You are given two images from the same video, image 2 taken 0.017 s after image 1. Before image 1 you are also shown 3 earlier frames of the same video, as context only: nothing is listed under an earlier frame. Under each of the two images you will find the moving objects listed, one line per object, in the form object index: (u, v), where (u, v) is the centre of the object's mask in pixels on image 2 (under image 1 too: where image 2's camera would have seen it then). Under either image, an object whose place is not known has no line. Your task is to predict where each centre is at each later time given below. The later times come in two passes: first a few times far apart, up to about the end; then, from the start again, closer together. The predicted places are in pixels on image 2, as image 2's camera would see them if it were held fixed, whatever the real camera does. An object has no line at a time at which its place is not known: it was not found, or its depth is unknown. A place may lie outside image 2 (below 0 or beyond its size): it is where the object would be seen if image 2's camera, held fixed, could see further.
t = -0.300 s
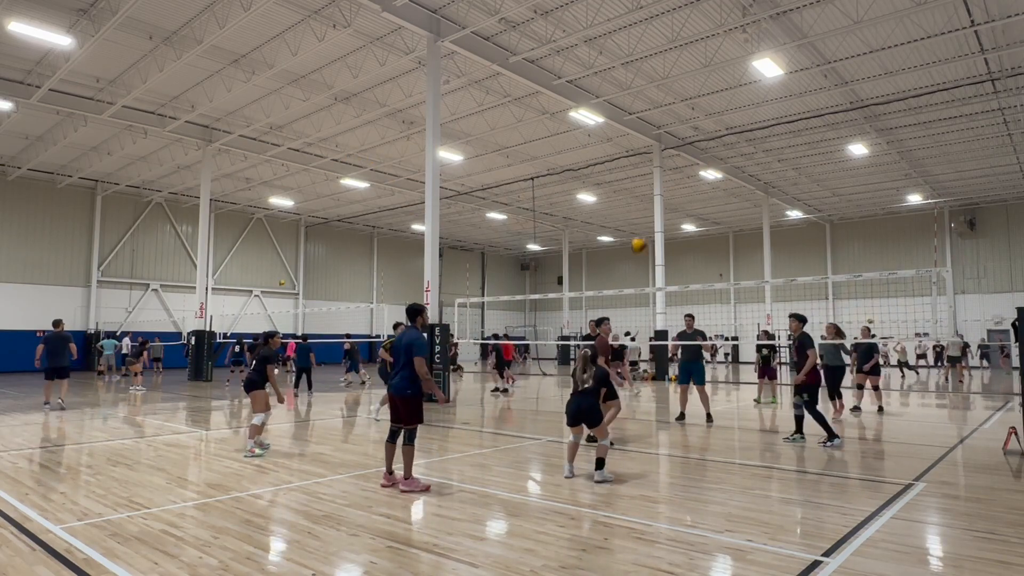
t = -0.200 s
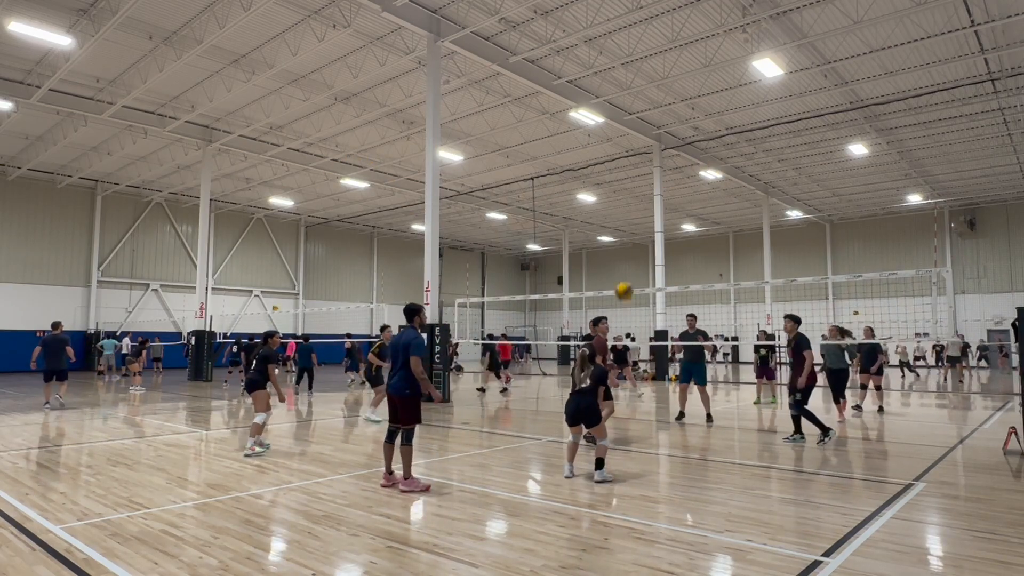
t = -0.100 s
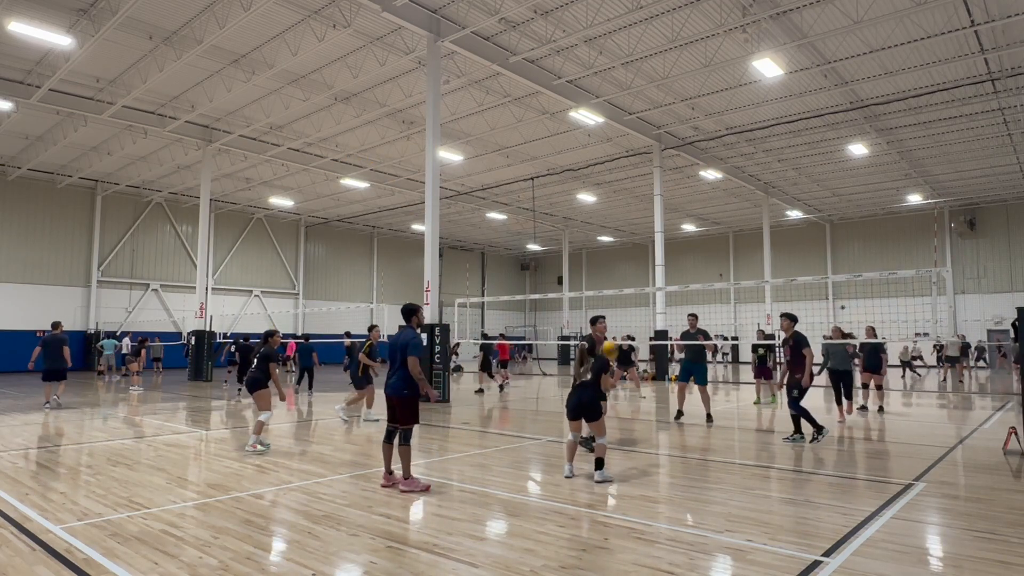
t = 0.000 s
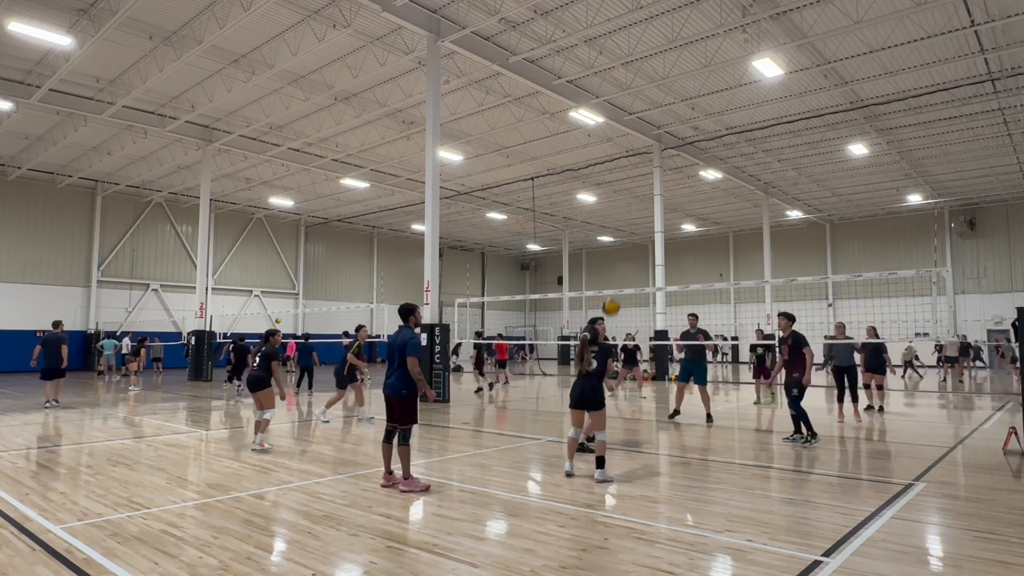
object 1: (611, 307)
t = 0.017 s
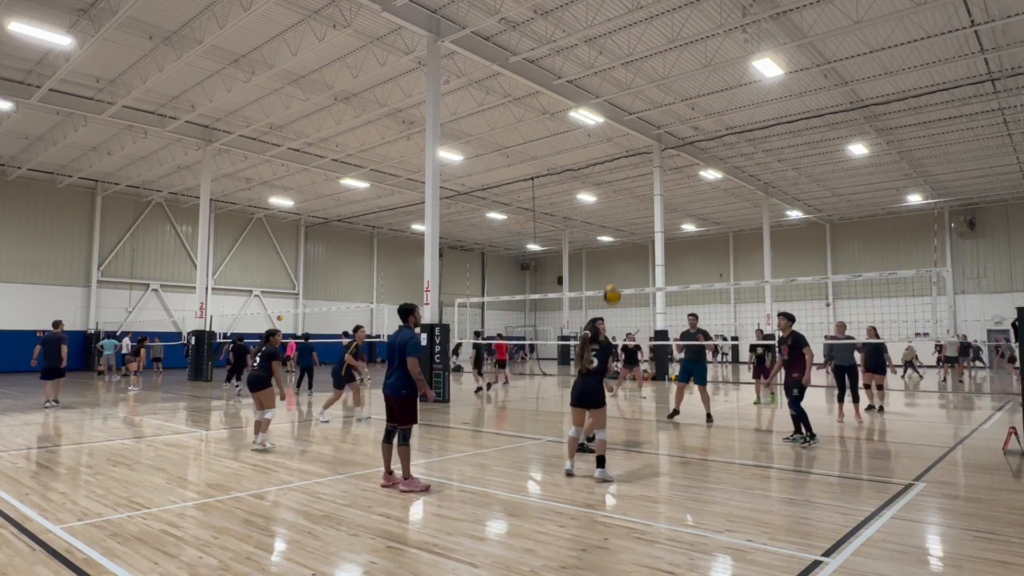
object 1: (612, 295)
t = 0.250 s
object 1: (625, 170)
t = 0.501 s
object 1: (635, 100)
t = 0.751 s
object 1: (644, 81)
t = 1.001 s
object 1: (654, 107)
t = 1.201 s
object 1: (660, 155)
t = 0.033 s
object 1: (613, 283)
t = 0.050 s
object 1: (614, 273)
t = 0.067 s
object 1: (614, 262)
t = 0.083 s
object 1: (616, 252)
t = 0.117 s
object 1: (618, 233)
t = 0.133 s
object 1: (618, 224)
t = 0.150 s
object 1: (619, 215)
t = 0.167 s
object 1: (620, 206)
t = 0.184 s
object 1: (621, 198)
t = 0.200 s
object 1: (622, 191)
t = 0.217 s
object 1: (622, 184)
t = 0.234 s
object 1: (624, 177)
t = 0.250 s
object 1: (625, 170)
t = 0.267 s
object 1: (626, 163)
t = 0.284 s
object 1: (626, 157)
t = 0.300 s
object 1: (627, 151)
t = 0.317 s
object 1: (628, 146)
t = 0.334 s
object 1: (629, 140)
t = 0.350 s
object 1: (630, 135)
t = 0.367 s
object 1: (630, 129)
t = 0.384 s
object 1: (631, 125)
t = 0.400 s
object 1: (631, 121)
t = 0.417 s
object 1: (632, 117)
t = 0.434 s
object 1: (633, 112)
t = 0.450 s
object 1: (633, 109)
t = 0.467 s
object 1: (634, 106)
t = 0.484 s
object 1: (634, 103)
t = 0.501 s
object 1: (635, 100)
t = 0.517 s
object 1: (636, 97)
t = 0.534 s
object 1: (636, 95)
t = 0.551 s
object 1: (637, 93)
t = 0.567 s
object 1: (638, 91)
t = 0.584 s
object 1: (638, 89)
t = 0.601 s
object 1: (639, 86)
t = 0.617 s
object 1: (640, 86)
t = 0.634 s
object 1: (640, 84)
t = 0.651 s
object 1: (641, 83)
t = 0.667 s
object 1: (642, 82)
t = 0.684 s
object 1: (642, 82)
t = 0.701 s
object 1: (643, 81)
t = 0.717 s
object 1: (643, 81)
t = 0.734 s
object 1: (644, 81)
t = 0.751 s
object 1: (644, 81)
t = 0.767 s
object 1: (645, 82)
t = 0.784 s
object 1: (646, 82)
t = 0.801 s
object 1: (647, 83)
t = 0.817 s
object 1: (648, 84)
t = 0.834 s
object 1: (648, 85)
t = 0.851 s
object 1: (648, 87)
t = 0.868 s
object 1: (649, 88)
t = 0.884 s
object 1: (649, 90)
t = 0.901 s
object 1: (651, 92)
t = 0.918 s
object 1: (650, 94)
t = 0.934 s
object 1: (651, 96)
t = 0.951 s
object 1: (652, 98)
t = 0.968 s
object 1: (652, 101)
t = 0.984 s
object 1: (653, 104)
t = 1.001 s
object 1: (654, 107)
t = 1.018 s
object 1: (654, 110)
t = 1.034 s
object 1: (655, 113)
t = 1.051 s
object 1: (656, 117)
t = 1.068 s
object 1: (656, 120)
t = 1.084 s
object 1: (657, 124)
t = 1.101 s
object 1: (658, 128)
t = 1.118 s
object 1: (658, 133)
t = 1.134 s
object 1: (658, 136)
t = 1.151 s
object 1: (659, 140)
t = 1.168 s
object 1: (659, 146)
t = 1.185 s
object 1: (660, 151)
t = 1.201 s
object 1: (660, 155)
